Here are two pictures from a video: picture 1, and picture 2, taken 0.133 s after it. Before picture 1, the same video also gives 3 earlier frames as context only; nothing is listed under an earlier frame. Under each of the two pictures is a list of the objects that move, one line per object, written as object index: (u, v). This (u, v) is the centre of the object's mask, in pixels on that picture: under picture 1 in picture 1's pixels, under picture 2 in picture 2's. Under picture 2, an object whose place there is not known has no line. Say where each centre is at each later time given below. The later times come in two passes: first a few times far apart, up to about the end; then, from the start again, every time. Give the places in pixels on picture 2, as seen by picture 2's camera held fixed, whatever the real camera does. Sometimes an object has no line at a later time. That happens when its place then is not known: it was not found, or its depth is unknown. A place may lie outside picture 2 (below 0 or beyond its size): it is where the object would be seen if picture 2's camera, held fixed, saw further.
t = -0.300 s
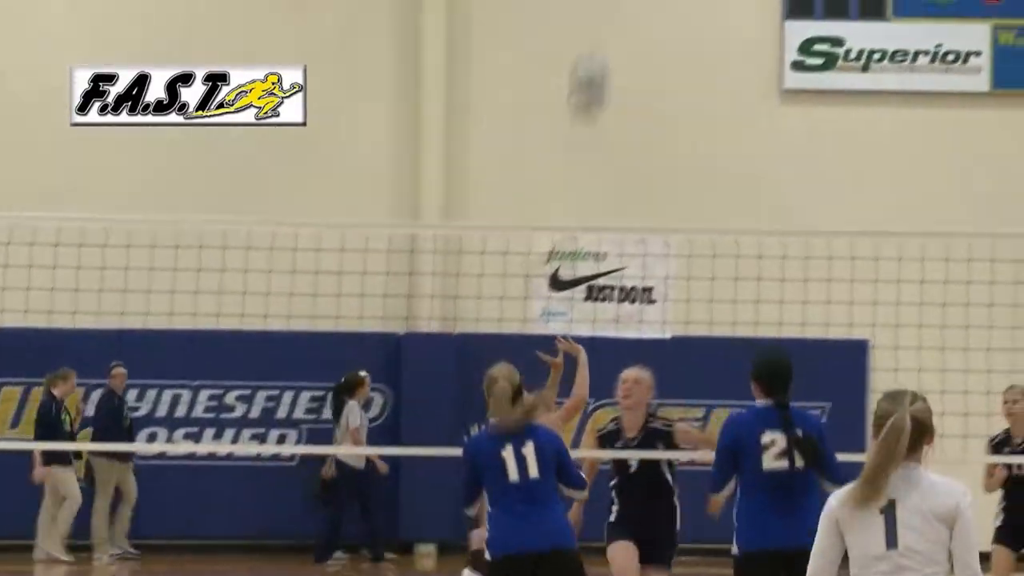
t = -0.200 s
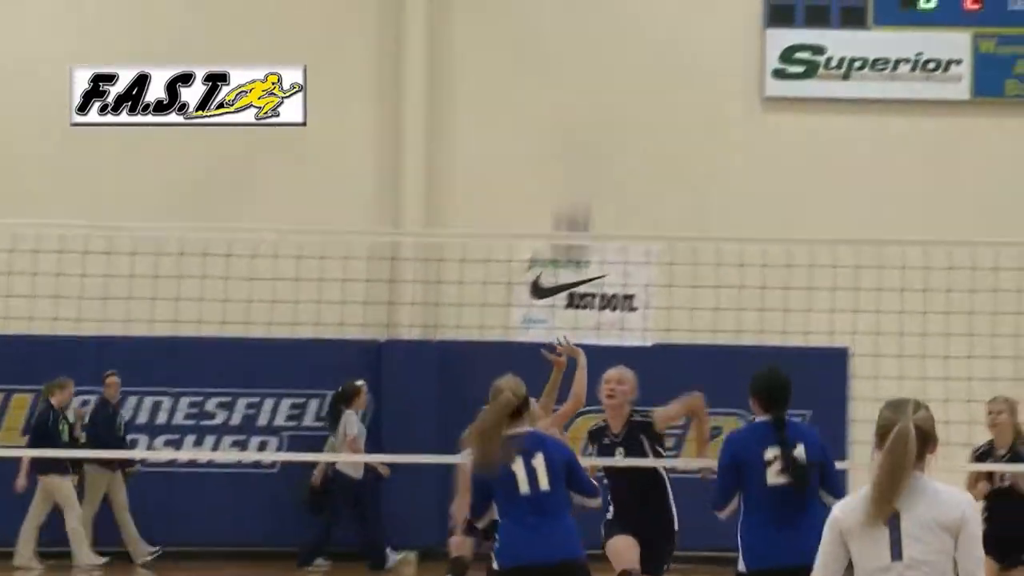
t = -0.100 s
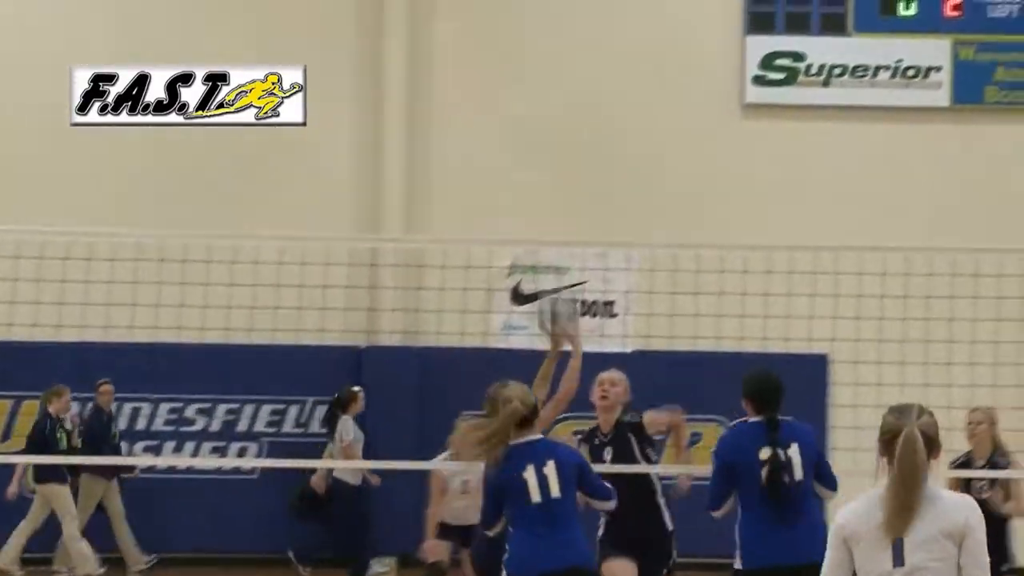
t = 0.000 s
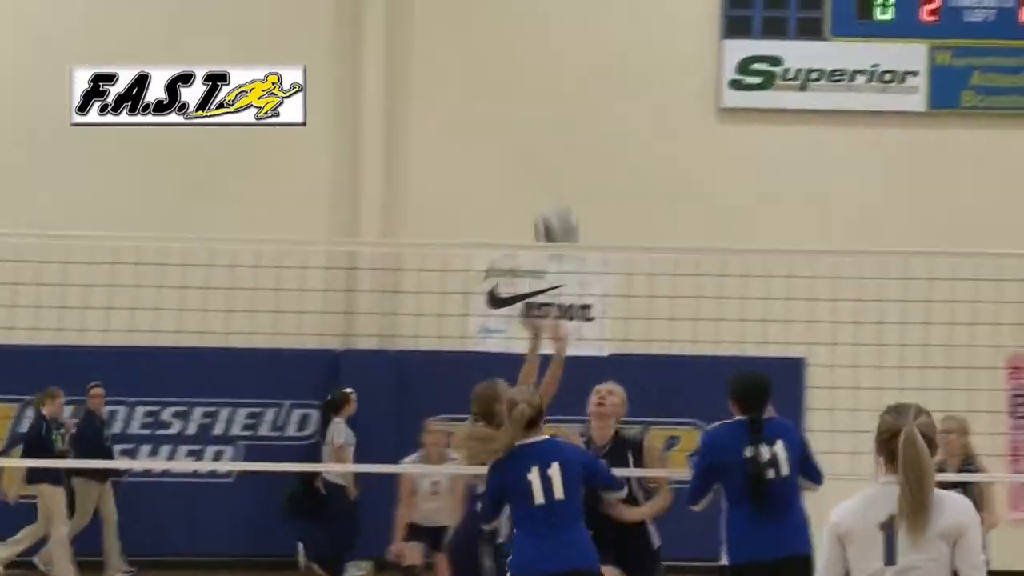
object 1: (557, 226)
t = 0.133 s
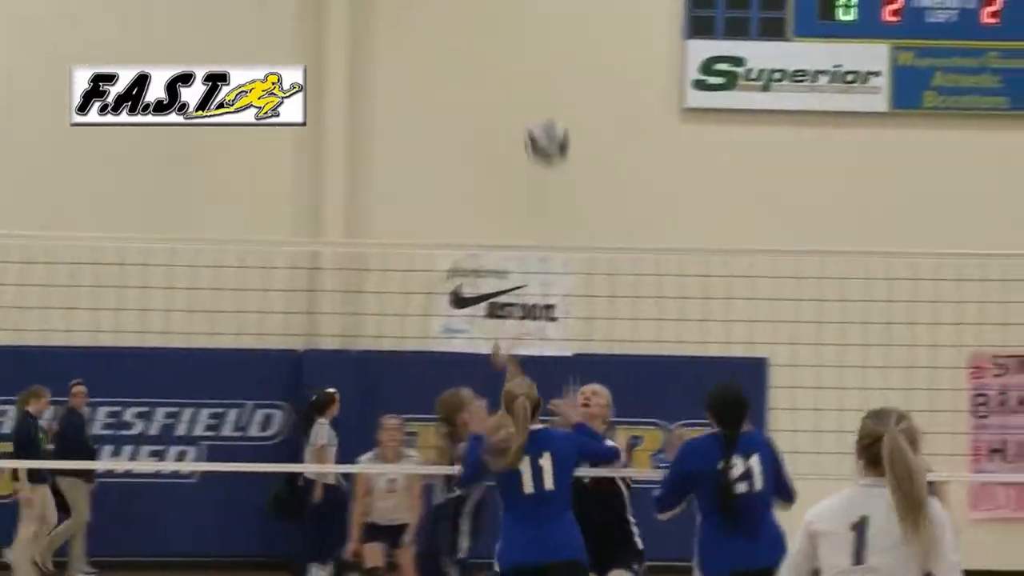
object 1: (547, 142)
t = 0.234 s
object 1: (565, 98)
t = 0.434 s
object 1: (602, 71)
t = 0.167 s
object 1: (553, 126)
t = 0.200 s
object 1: (559, 111)
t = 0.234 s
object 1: (565, 98)
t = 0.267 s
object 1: (572, 88)
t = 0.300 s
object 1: (577, 80)
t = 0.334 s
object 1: (584, 75)
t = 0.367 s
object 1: (590, 71)
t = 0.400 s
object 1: (596, 70)
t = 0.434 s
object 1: (602, 71)
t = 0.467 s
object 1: (608, 74)
